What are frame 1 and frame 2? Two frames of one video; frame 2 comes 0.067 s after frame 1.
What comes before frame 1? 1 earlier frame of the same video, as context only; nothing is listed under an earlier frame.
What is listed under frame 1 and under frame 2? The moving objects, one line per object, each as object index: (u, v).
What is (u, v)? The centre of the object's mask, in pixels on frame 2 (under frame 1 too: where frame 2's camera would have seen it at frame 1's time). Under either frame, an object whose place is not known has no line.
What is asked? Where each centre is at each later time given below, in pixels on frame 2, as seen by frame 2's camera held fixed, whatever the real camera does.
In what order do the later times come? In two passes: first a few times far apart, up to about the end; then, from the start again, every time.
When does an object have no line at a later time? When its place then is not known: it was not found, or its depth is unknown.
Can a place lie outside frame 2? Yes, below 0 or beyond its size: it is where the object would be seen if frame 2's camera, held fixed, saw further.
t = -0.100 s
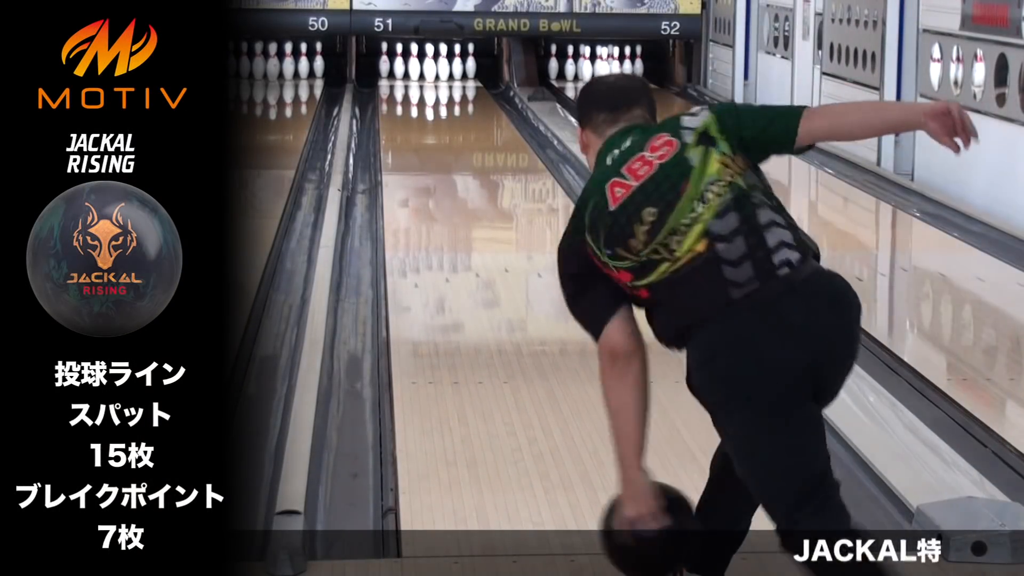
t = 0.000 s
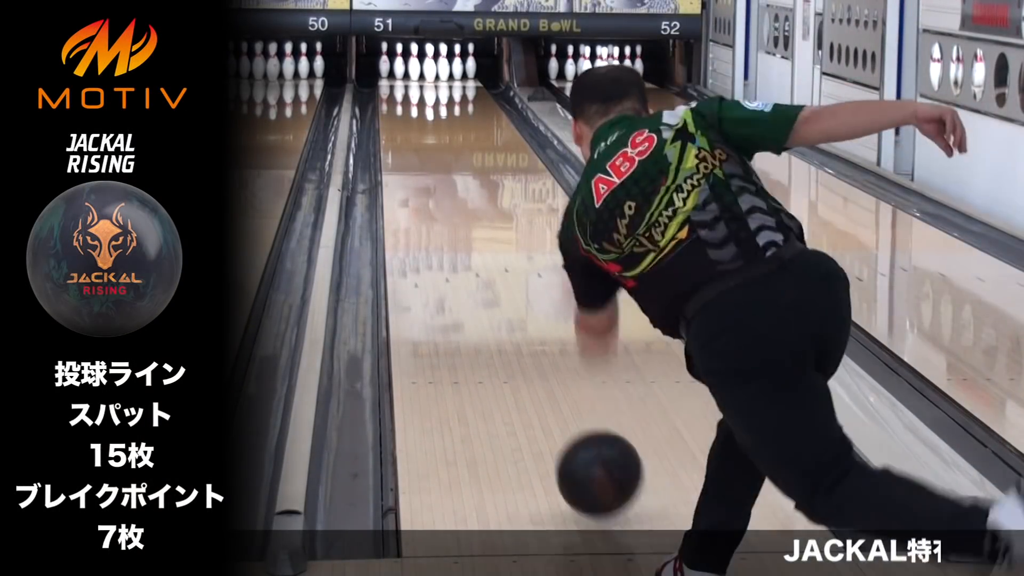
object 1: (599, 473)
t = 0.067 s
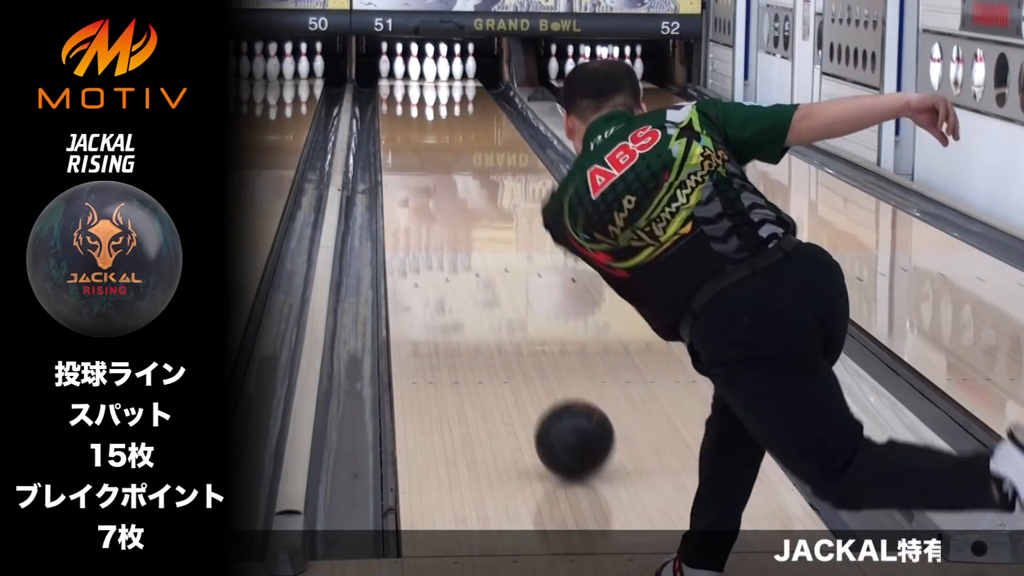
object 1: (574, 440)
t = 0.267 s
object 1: (519, 346)
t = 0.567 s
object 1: (469, 257)
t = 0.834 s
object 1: (441, 206)
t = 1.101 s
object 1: (423, 169)
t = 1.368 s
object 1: (411, 142)
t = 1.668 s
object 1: (402, 118)
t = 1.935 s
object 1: (399, 101)
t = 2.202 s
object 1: (403, 88)
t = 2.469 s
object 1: (415, 78)
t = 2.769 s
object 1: (424, 71)
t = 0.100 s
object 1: (563, 421)
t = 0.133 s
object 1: (553, 405)
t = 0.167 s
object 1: (543, 389)
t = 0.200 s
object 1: (535, 373)
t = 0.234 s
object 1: (527, 359)
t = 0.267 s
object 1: (519, 346)
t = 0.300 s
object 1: (512, 334)
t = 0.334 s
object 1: (505, 322)
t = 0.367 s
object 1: (499, 311)
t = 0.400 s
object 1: (493, 301)
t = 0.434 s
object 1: (488, 291)
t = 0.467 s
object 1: (483, 282)
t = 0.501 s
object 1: (478, 273)
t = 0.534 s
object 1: (473, 265)
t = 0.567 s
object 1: (469, 257)
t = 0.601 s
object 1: (465, 249)
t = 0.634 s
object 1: (461, 242)
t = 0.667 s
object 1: (457, 236)
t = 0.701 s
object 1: (454, 230)
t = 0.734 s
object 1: (450, 224)
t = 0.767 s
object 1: (447, 218)
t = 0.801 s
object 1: (444, 212)
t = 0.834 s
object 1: (441, 206)
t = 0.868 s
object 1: (438, 201)
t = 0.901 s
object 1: (436, 196)
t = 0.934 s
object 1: (434, 191)
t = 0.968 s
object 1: (431, 186)
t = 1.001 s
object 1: (429, 182)
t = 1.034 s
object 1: (427, 177)
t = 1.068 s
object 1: (425, 173)
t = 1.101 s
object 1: (423, 169)
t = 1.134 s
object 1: (421, 165)
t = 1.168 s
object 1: (419, 162)
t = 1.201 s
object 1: (417, 158)
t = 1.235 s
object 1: (416, 155)
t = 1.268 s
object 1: (415, 151)
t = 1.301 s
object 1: (413, 148)
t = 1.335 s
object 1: (412, 145)
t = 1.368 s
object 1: (411, 142)
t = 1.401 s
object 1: (409, 139)
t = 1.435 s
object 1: (409, 136)
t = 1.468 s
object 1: (407, 133)
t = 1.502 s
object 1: (406, 130)
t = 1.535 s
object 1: (406, 128)
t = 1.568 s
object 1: (405, 125)
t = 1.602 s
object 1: (404, 123)
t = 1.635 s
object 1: (403, 120)
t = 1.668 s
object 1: (402, 118)
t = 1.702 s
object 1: (402, 116)
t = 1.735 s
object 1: (401, 114)
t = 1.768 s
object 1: (400, 111)
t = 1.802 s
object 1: (400, 109)
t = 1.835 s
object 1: (399, 107)
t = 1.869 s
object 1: (399, 105)
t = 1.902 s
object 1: (399, 103)
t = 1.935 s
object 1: (399, 101)
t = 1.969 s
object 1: (399, 99)
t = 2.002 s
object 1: (399, 98)
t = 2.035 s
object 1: (399, 96)
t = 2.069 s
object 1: (400, 94)
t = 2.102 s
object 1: (401, 93)
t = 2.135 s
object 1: (401, 91)
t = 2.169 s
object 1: (402, 89)
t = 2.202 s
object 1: (403, 88)
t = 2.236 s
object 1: (405, 87)
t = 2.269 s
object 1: (406, 85)
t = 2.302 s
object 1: (408, 84)
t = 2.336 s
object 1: (410, 82)
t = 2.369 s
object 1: (411, 81)
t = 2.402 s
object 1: (413, 80)
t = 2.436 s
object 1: (414, 79)
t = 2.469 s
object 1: (415, 78)
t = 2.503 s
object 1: (417, 77)
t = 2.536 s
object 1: (419, 76)
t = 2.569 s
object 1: (421, 75)
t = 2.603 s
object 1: (422, 73)
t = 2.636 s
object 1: (423, 73)
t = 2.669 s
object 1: (422, 72)
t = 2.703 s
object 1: (423, 72)
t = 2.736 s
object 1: (423, 71)
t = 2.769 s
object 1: (424, 71)
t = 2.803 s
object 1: (423, 70)
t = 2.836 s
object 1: (422, 70)
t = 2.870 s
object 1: (421, 69)
